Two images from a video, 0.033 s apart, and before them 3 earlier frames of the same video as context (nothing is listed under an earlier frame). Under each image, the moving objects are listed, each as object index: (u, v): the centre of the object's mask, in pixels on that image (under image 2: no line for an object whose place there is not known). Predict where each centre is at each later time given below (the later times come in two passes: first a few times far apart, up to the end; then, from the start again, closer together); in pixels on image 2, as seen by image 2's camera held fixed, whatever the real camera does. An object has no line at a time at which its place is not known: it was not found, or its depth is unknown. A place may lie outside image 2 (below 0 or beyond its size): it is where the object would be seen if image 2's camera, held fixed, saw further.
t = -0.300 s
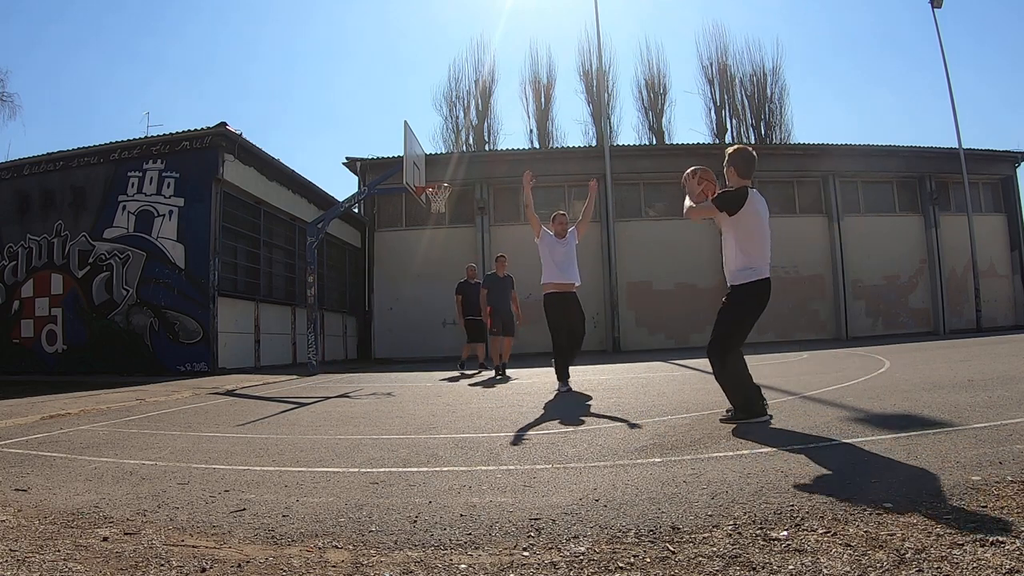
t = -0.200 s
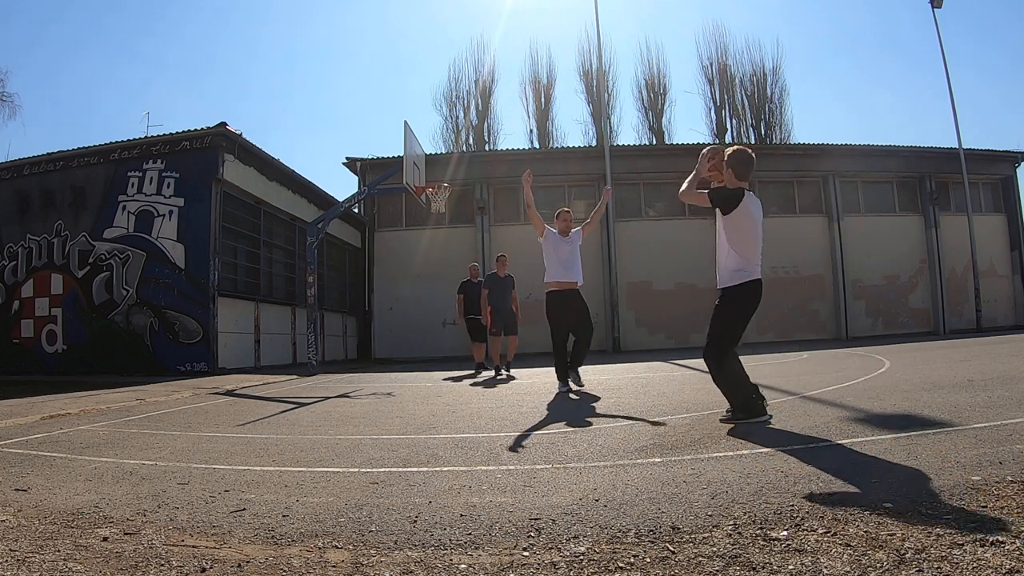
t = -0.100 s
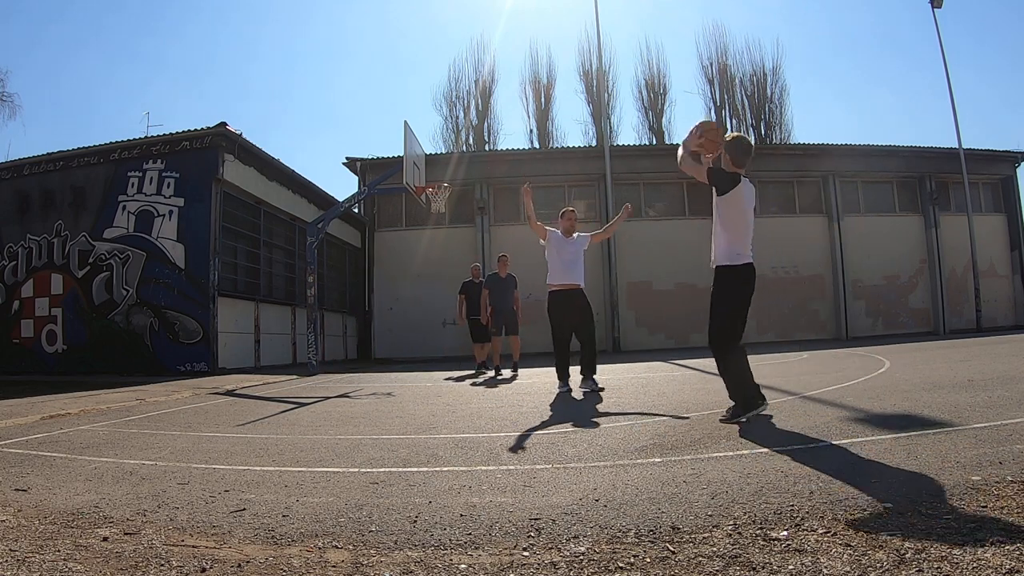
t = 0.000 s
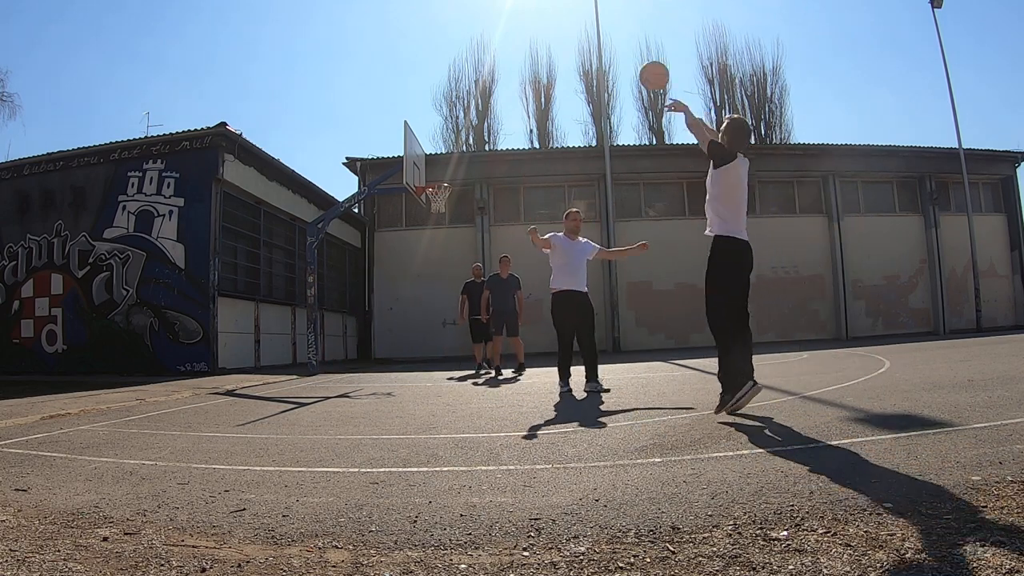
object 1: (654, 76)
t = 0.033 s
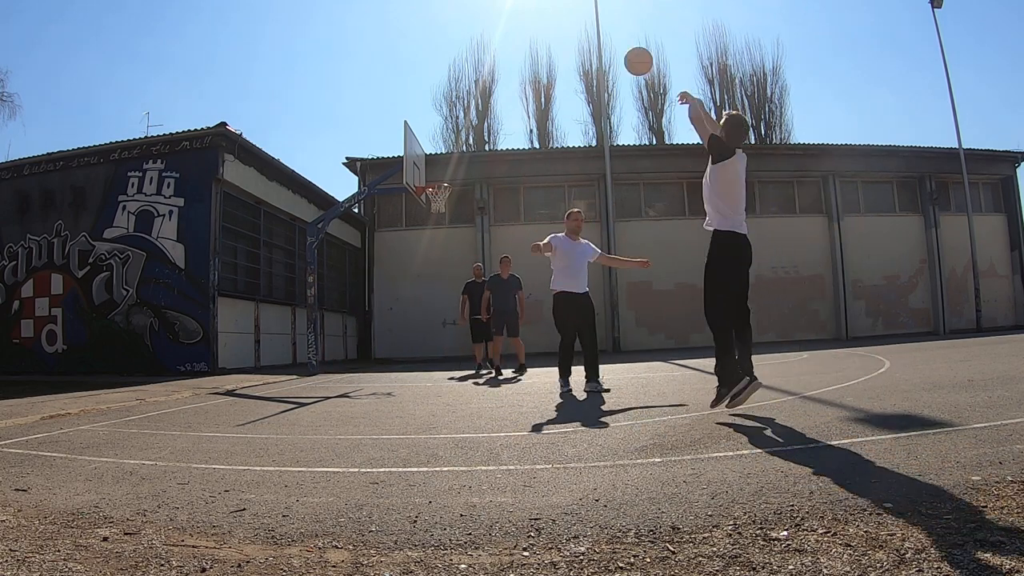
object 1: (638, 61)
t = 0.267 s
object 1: (557, 11)
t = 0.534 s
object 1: (499, 22)
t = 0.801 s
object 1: (460, 72)
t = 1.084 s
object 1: (429, 155)
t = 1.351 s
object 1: (453, 172)
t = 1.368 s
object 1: (457, 172)
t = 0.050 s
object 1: (631, 55)
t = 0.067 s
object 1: (624, 49)
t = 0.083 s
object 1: (617, 43)
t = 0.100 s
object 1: (611, 38)
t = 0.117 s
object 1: (604, 34)
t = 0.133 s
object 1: (598, 30)
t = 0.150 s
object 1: (592, 26)
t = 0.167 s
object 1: (586, 24)
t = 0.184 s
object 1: (581, 21)
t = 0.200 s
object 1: (576, 18)
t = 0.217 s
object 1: (571, 16)
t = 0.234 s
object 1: (566, 14)
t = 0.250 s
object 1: (561, 13)
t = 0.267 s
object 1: (557, 11)
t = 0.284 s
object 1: (552, 10)
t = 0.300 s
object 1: (548, 10)
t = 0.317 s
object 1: (544, 10)
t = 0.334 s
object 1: (540, 9)
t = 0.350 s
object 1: (536, 9)
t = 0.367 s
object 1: (532, 9)
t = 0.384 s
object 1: (529, 10)
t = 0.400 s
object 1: (525, 10)
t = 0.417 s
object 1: (522, 11)
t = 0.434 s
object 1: (518, 12)
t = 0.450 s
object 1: (515, 13)
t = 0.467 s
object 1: (512, 14)
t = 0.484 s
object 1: (508, 16)
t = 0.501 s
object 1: (505, 18)
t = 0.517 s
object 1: (502, 20)
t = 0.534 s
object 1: (499, 22)
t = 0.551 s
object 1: (497, 24)
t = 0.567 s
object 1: (494, 26)
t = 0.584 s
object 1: (491, 28)
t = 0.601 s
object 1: (488, 31)
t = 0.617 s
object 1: (486, 34)
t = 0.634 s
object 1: (483, 37)
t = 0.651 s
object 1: (481, 40)
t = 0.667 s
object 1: (478, 43)
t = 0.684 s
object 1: (476, 46)
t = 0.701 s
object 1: (473, 49)
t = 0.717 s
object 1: (471, 53)
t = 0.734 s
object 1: (469, 56)
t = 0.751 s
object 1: (467, 60)
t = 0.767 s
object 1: (464, 64)
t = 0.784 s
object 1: (462, 68)
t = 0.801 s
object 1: (460, 72)
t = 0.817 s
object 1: (458, 76)
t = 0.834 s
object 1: (456, 80)
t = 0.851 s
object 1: (454, 84)
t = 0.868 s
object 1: (452, 89)
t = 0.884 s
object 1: (450, 93)
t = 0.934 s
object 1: (444, 107)
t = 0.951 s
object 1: (442, 112)
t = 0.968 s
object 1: (441, 117)
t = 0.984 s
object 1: (439, 122)
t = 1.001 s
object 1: (437, 127)
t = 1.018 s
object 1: (436, 133)
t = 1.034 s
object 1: (434, 138)
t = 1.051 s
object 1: (432, 143)
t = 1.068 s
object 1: (431, 149)
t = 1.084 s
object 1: (429, 155)
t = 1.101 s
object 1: (428, 160)
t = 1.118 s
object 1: (426, 165)
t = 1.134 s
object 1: (425, 171)
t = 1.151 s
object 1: (423, 177)
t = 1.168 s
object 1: (427, 181)
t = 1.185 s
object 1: (429, 181)
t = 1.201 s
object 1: (430, 180)
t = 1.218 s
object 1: (432, 179)
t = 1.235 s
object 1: (433, 178)
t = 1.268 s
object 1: (440, 175)
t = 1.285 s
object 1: (443, 174)
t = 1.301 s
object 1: (446, 173)
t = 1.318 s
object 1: (448, 173)
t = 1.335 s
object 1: (451, 173)
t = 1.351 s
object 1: (453, 172)
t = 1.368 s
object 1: (457, 172)
